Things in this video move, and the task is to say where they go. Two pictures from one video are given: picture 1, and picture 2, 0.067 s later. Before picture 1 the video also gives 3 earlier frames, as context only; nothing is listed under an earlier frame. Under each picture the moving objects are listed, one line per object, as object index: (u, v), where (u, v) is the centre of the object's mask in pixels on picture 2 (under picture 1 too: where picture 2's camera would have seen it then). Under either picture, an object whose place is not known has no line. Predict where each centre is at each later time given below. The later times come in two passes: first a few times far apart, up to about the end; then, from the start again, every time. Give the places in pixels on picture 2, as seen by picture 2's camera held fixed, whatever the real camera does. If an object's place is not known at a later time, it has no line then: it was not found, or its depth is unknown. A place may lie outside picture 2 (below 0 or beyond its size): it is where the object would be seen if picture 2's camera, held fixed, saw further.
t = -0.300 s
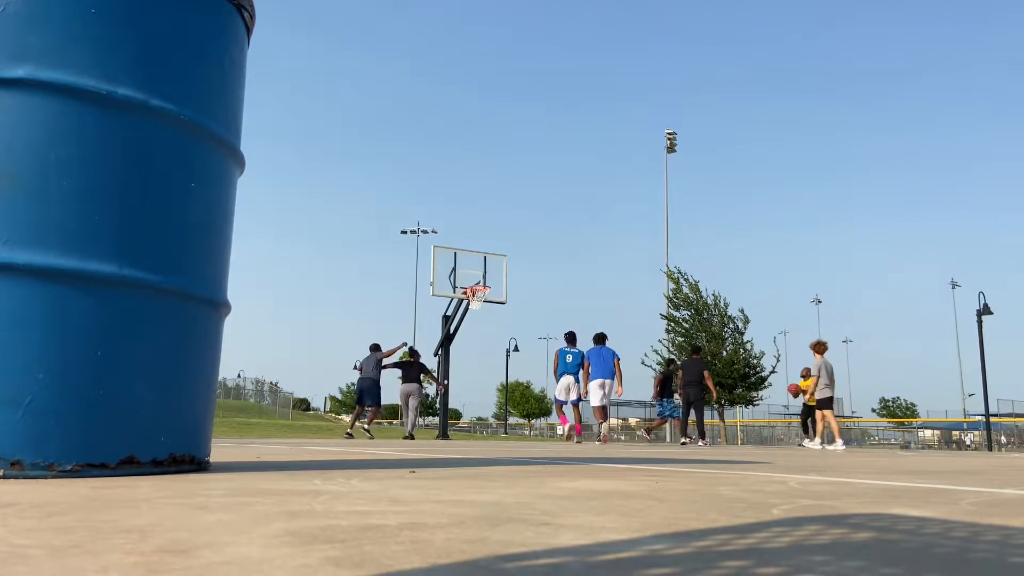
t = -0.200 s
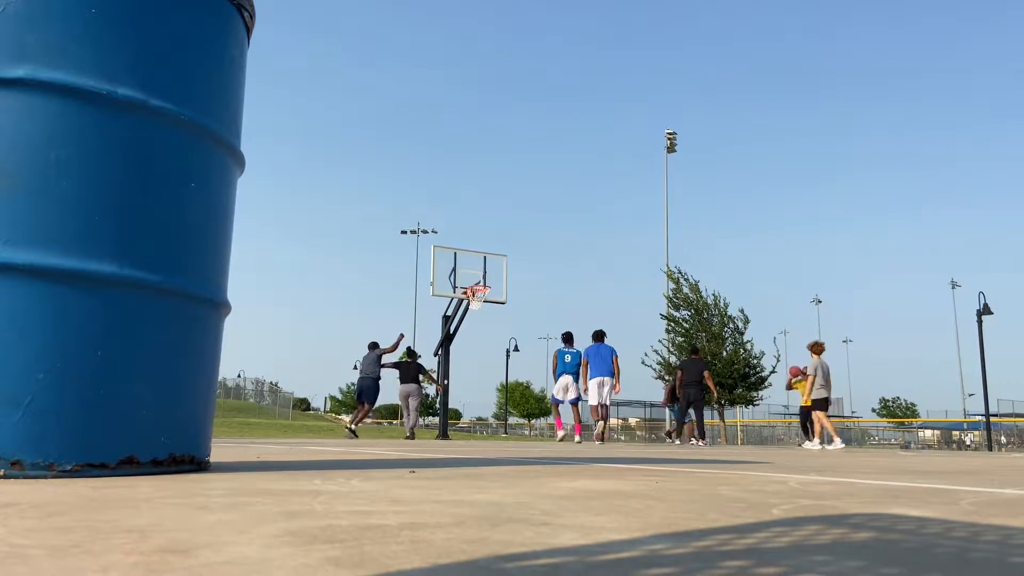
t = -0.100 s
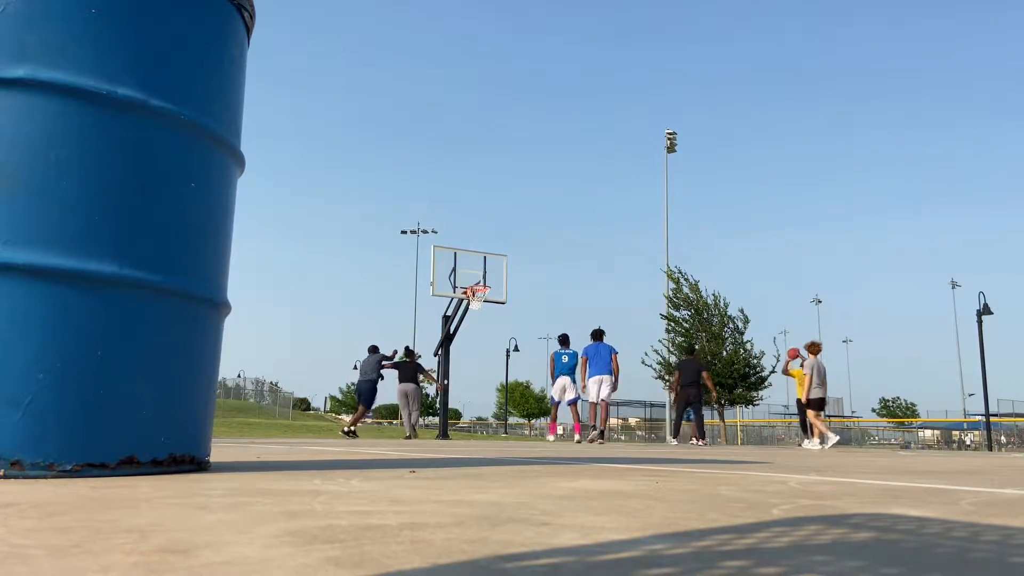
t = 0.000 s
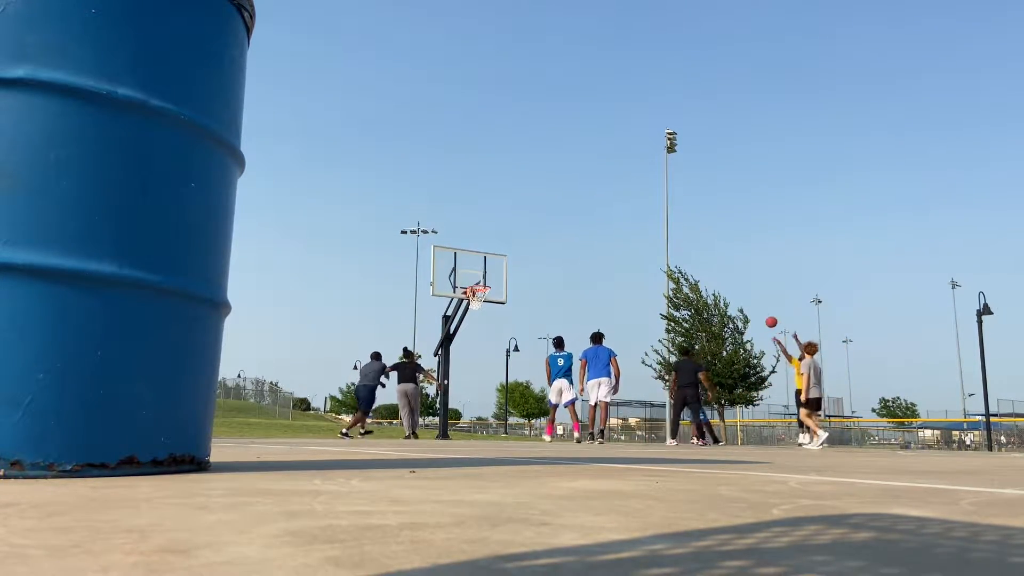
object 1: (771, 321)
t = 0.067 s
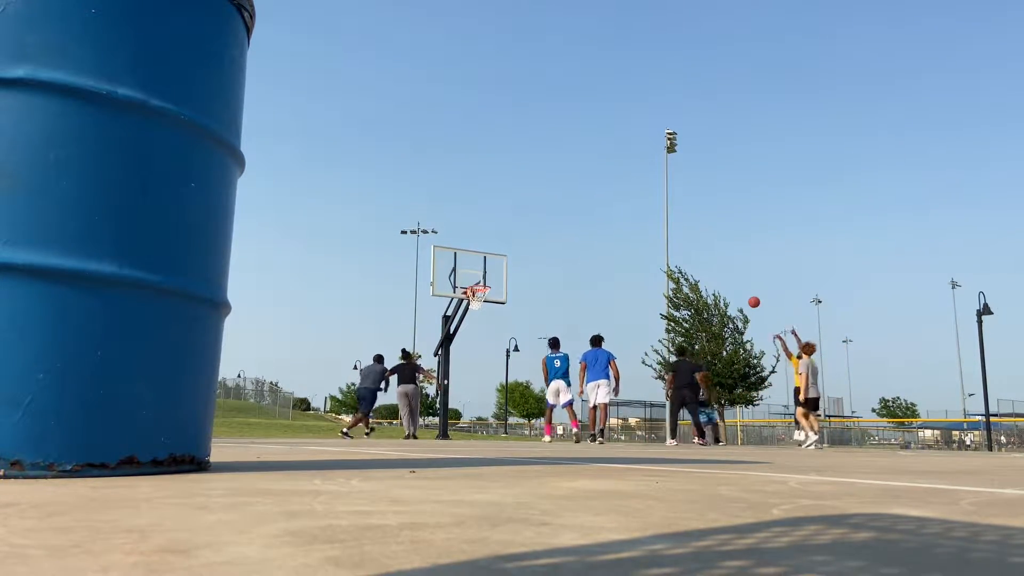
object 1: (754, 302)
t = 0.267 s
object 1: (704, 255)
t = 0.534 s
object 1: (638, 221)
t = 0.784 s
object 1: (579, 217)
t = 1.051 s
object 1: (514, 243)
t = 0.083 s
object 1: (750, 297)
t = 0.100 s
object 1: (745, 292)
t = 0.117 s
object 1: (741, 288)
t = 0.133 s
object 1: (737, 284)
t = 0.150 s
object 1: (733, 280)
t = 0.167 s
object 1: (728, 276)
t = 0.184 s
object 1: (724, 272)
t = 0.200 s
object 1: (720, 268)
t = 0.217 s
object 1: (716, 264)
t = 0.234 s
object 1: (712, 261)
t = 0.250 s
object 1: (708, 258)
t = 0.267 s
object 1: (704, 255)
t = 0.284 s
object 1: (699, 252)
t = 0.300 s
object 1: (695, 248)
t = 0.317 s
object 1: (691, 246)
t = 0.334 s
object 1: (687, 243)
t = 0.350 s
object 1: (683, 240)
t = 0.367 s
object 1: (679, 238)
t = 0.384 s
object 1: (675, 236)
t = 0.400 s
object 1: (671, 234)
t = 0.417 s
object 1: (667, 232)
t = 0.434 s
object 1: (663, 230)
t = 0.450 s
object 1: (659, 228)
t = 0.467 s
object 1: (654, 226)
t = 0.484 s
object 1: (651, 225)
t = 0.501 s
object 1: (647, 223)
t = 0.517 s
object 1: (643, 222)
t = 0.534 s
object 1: (638, 221)
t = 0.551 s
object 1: (635, 220)
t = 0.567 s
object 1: (630, 219)
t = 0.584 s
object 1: (626, 218)
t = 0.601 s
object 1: (623, 217)
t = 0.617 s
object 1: (619, 216)
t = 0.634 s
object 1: (615, 216)
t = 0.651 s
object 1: (611, 216)
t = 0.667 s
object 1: (607, 215)
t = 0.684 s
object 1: (603, 215)
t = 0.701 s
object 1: (599, 215)
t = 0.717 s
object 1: (595, 215)
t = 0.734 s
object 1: (591, 215)
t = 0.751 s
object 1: (586, 216)
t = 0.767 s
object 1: (583, 216)
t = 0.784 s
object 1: (579, 217)
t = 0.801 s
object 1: (574, 218)
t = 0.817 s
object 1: (570, 219)
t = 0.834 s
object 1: (566, 219)
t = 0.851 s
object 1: (563, 220)
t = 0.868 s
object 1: (559, 222)
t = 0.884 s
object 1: (555, 223)
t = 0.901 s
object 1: (551, 224)
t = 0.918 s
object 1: (547, 226)
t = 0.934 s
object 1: (542, 228)
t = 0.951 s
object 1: (539, 229)
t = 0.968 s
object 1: (535, 231)
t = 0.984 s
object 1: (531, 233)
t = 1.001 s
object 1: (526, 235)
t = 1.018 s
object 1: (522, 238)
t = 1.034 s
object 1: (518, 240)
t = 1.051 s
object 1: (514, 243)
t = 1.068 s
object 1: (510, 245)
